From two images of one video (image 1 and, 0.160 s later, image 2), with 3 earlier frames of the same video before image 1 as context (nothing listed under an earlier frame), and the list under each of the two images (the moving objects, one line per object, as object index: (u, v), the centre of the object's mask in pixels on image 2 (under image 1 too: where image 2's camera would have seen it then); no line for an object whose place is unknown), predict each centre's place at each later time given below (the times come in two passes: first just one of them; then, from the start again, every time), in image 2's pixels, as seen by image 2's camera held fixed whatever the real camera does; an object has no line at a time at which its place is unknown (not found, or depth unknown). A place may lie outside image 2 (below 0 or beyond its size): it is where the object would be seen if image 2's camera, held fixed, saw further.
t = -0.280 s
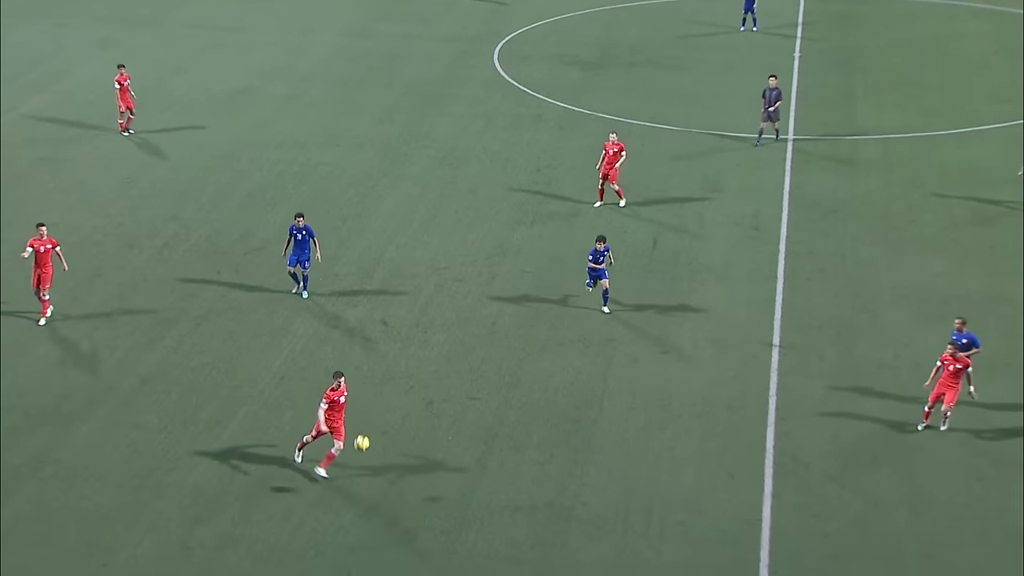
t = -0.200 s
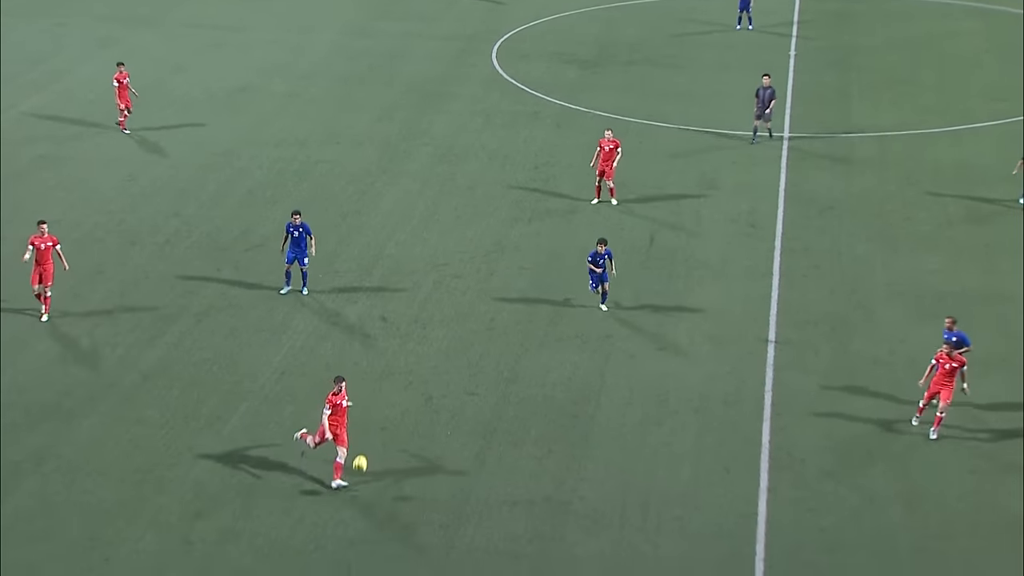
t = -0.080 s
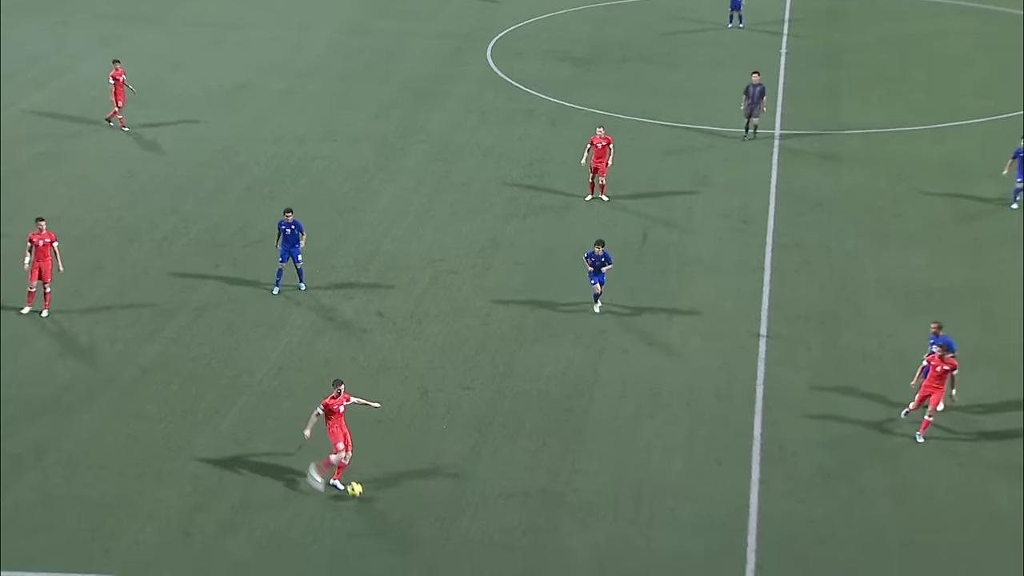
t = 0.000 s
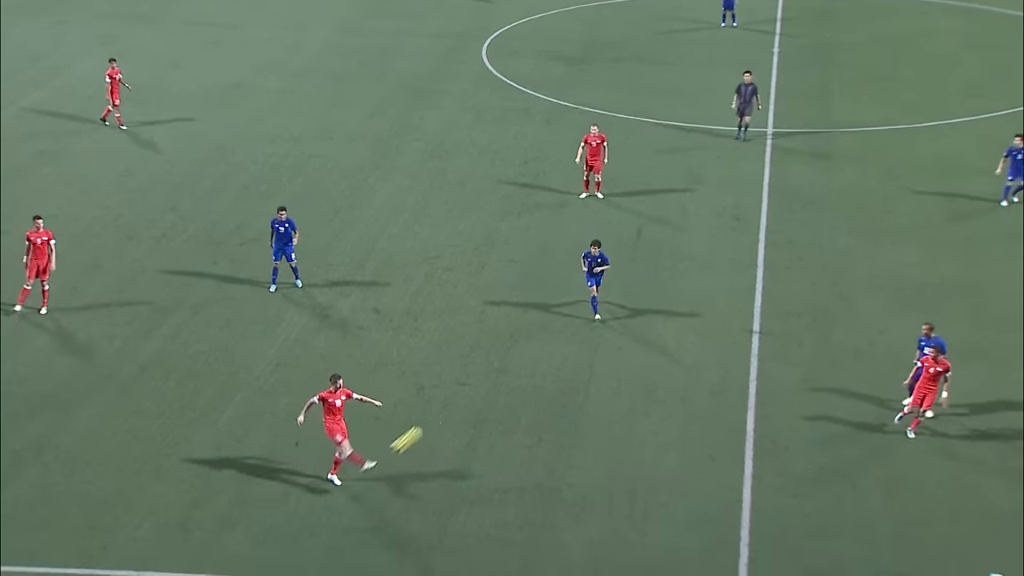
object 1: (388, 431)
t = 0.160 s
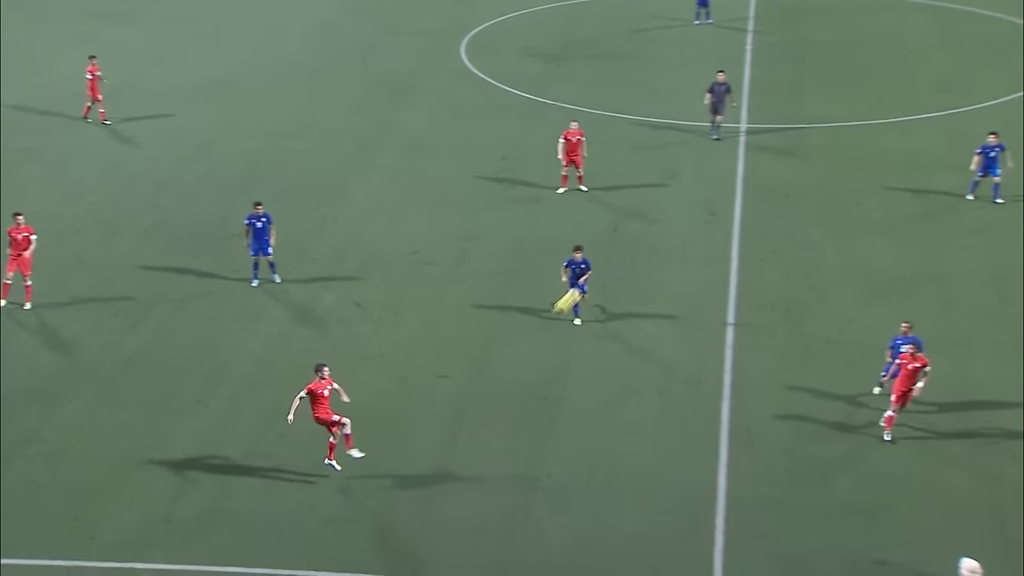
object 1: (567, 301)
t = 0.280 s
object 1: (701, 204)
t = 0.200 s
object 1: (612, 269)
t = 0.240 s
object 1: (657, 236)
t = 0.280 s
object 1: (701, 204)
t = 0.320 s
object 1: (746, 171)
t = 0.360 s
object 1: (789, 140)
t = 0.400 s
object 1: (834, 109)
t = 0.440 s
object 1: (878, 76)
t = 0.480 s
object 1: (922, 44)
